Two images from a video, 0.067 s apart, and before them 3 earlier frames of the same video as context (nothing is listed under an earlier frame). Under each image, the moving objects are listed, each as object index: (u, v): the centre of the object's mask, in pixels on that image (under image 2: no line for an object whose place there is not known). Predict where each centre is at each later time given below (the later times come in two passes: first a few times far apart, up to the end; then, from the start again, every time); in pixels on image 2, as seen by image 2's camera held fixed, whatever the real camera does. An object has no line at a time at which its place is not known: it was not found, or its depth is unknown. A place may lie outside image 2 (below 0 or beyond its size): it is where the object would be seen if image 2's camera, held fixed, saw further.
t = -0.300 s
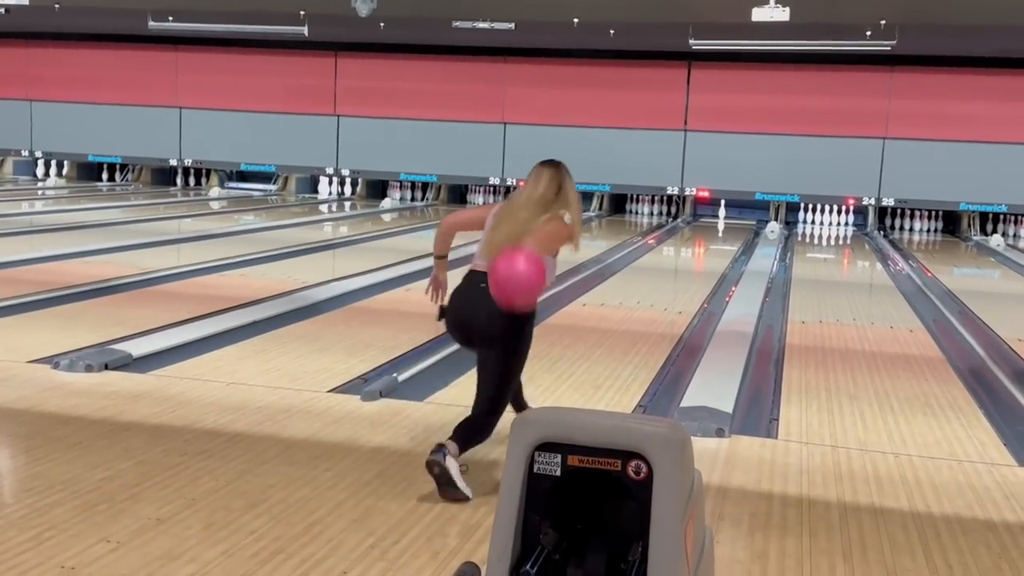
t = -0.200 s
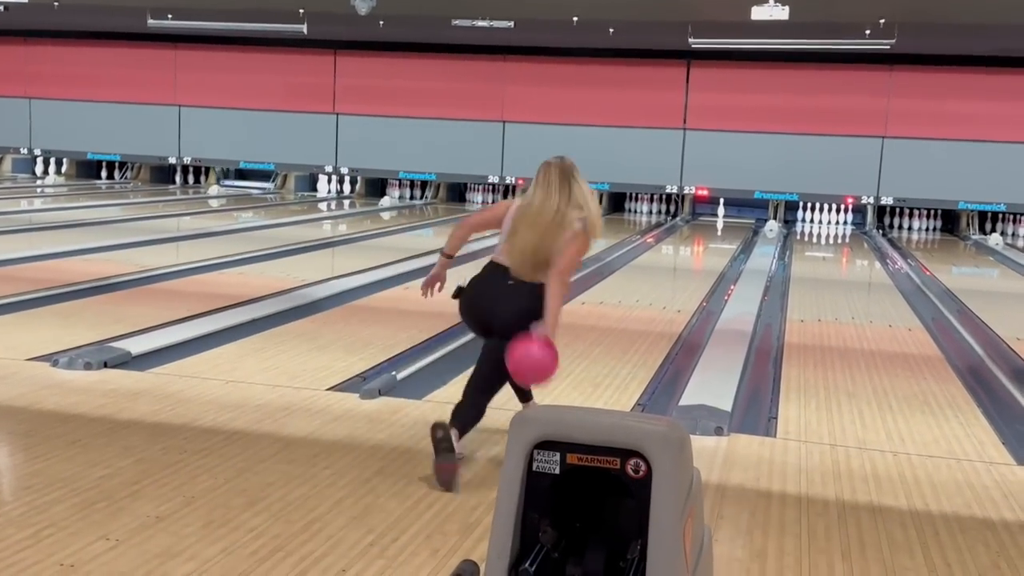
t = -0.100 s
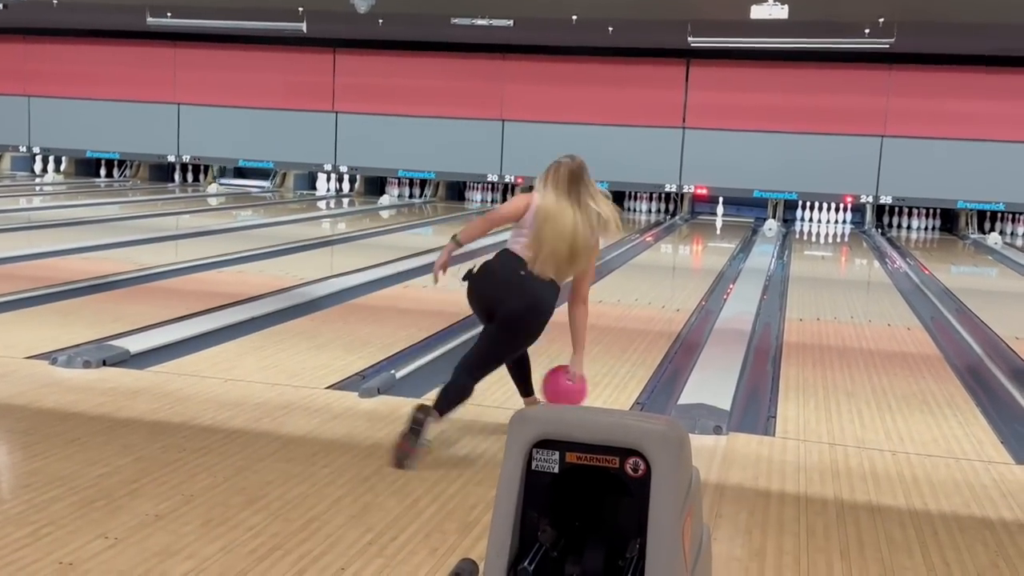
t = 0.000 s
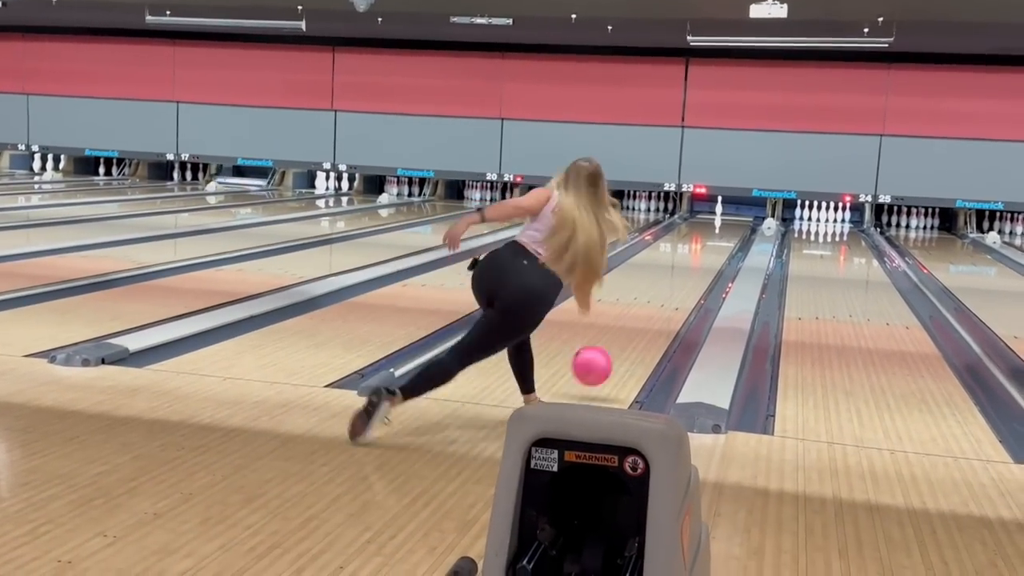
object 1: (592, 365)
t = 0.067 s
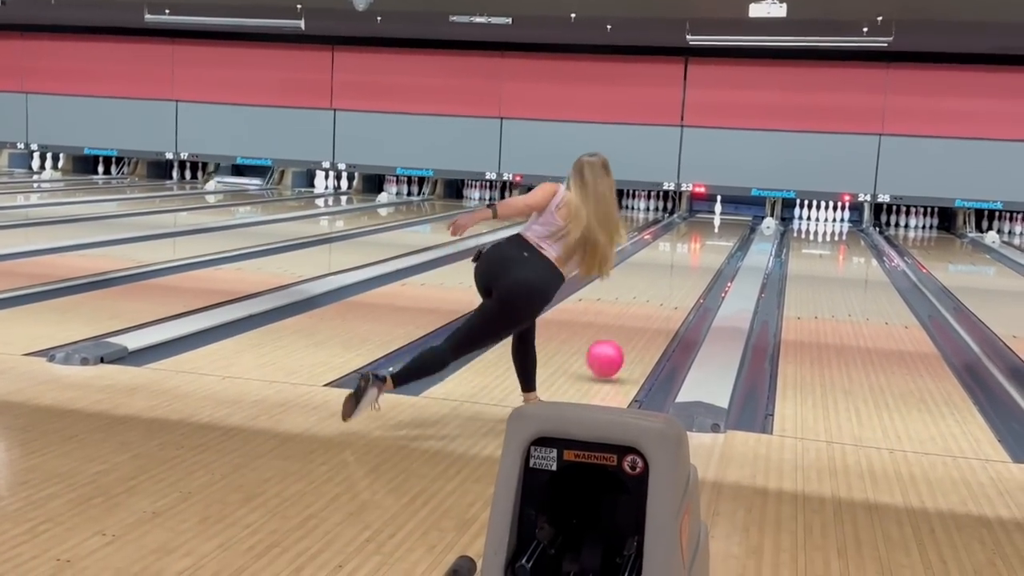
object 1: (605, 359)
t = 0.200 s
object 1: (628, 336)
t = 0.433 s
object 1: (656, 302)
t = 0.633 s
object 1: (673, 281)
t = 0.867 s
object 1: (687, 263)
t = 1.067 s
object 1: (695, 251)
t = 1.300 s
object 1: (702, 238)
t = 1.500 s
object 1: (706, 231)
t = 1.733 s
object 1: (710, 222)
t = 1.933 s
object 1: (714, 216)
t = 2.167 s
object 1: (715, 211)
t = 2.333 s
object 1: (716, 207)
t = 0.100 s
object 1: (611, 356)
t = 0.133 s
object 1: (617, 348)
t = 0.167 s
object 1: (623, 342)
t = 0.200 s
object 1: (628, 336)
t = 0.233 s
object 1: (633, 330)
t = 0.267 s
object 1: (637, 325)
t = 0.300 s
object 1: (642, 319)
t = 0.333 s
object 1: (646, 315)
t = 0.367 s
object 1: (649, 310)
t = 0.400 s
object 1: (653, 306)
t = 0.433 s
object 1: (656, 302)
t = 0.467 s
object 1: (660, 298)
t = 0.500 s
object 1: (663, 294)
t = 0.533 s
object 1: (665, 291)
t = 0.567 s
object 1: (668, 287)
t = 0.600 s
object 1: (671, 284)
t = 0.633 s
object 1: (673, 281)
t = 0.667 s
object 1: (675, 278)
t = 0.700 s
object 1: (678, 276)
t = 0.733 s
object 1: (680, 273)
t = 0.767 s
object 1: (681, 270)
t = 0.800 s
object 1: (683, 268)
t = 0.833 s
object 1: (685, 265)
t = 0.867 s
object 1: (687, 263)
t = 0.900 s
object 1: (688, 261)
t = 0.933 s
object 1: (690, 259)
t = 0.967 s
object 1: (691, 257)
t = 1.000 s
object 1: (692, 255)
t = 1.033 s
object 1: (693, 253)
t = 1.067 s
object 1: (695, 251)
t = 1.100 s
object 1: (696, 249)
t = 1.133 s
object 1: (697, 248)
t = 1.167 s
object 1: (698, 246)
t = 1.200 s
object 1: (699, 244)
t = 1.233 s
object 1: (700, 242)
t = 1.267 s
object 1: (701, 239)
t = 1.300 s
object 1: (702, 238)
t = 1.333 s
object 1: (703, 237)
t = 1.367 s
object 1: (704, 235)
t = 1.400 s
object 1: (704, 235)
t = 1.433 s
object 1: (704, 233)
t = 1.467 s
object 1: (705, 232)
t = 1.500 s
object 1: (706, 231)
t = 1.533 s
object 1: (706, 230)
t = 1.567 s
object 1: (708, 228)
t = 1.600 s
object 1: (708, 226)
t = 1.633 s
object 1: (709, 225)
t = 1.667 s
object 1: (710, 224)
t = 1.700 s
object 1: (711, 223)
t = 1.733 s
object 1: (710, 222)
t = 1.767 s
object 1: (711, 220)
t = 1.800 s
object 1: (712, 219)
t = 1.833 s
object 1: (712, 218)
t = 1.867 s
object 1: (713, 218)
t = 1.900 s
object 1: (713, 217)
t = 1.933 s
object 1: (714, 216)
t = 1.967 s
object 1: (714, 215)
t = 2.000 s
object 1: (715, 215)
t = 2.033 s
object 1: (715, 214)
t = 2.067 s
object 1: (715, 213)
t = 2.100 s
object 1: (715, 212)
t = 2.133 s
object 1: (715, 212)
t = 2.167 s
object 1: (715, 211)
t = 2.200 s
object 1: (715, 210)
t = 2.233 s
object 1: (716, 209)
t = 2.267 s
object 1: (716, 208)
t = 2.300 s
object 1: (716, 208)
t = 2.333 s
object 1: (716, 207)
